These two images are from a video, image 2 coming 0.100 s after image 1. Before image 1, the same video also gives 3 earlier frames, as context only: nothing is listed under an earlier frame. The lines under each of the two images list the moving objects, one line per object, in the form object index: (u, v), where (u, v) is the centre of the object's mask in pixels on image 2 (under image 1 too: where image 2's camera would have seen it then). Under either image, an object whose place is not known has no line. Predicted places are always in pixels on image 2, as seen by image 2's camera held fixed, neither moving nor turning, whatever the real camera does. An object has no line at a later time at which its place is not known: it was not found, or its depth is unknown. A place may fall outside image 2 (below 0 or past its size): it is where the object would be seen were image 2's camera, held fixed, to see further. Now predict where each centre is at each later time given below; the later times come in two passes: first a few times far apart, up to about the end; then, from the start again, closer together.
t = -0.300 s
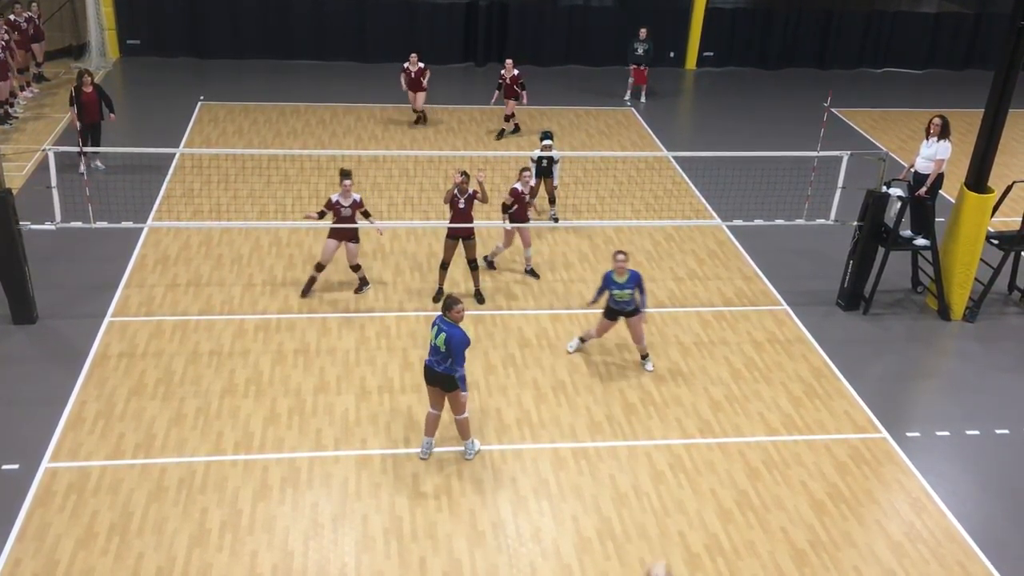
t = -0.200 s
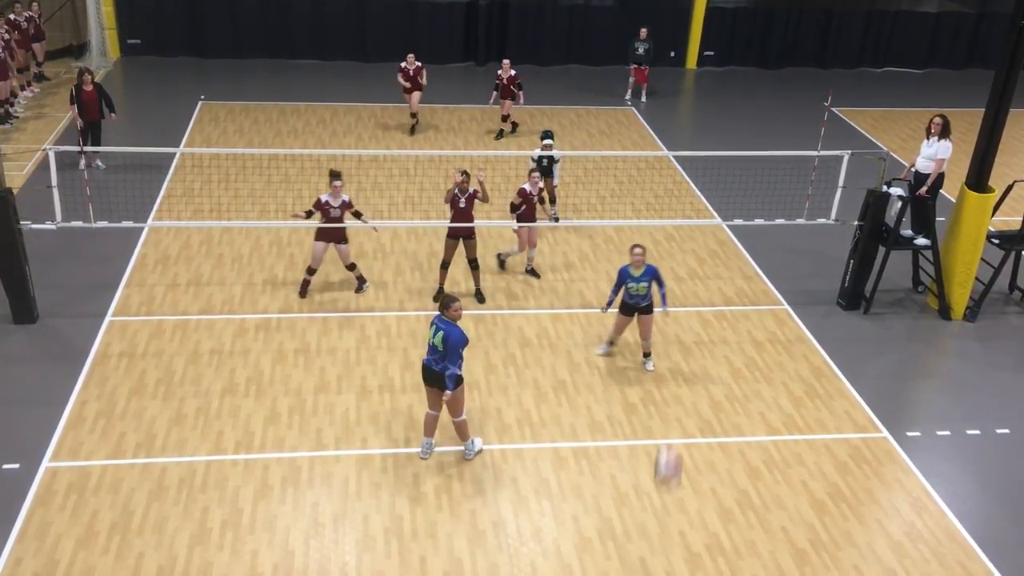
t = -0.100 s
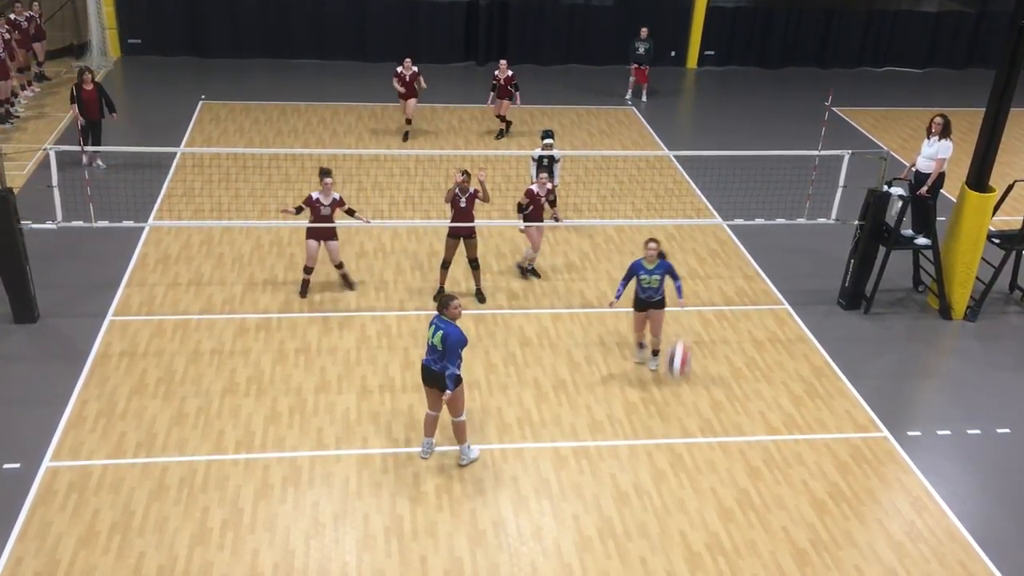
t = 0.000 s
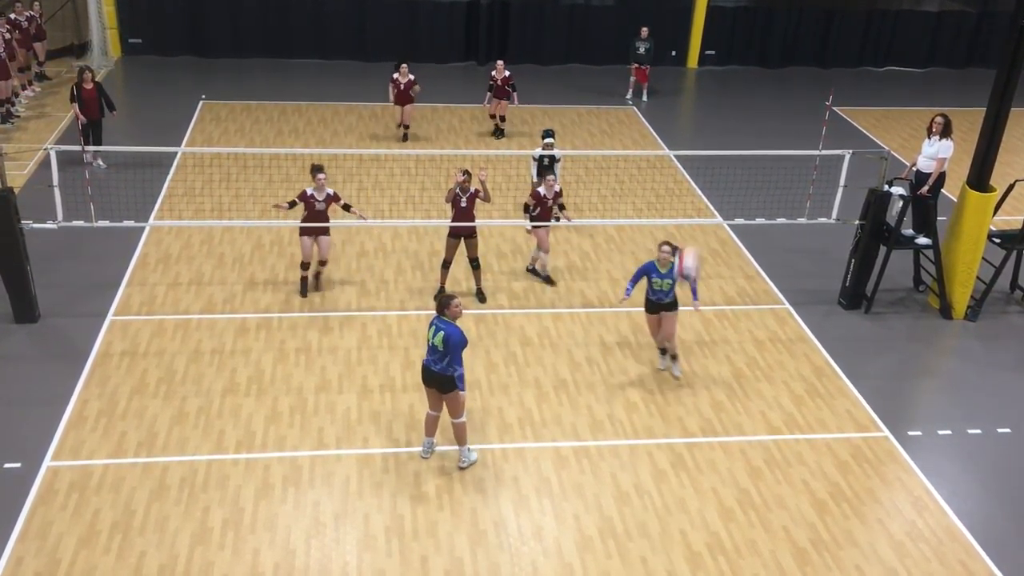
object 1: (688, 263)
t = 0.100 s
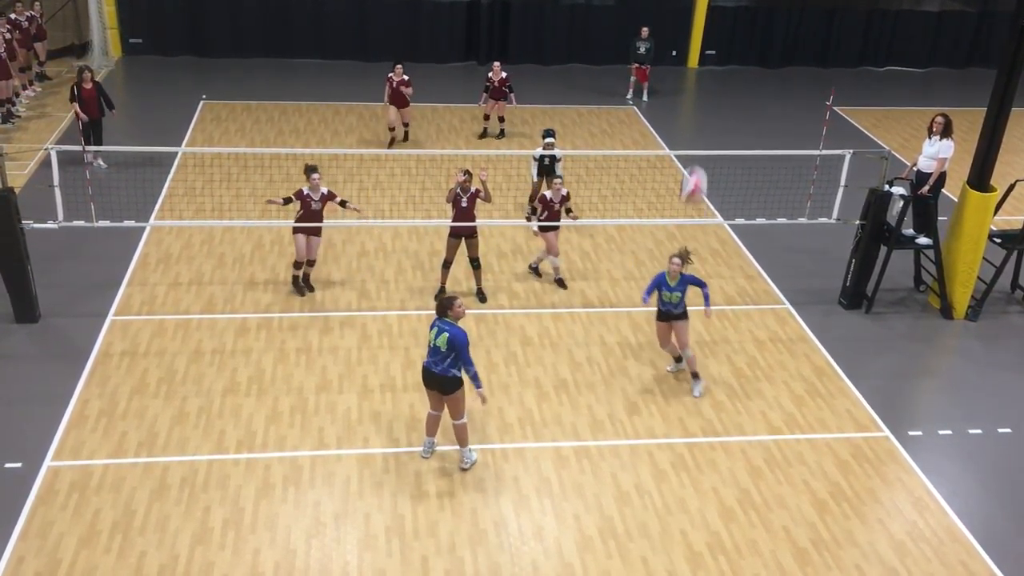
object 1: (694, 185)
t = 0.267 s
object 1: (701, 83)
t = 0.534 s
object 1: (697, 7)
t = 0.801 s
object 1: (684, 17)
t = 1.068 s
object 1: (662, 98)
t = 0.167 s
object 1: (697, 137)
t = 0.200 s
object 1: (699, 120)
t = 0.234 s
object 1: (700, 101)
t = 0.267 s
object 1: (701, 83)
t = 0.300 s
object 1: (701, 69)
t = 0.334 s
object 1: (701, 55)
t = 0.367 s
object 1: (701, 42)
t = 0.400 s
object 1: (700, 32)
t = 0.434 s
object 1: (700, 23)
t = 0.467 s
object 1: (699, 14)
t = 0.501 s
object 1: (699, 10)
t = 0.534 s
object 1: (697, 7)
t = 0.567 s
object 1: (696, 6)
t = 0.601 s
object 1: (694, 4)
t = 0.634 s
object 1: (693, 4)
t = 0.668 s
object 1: (691, 4)
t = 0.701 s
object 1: (689, 5)
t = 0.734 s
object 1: (688, 7)
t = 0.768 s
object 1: (686, 11)
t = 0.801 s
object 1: (684, 17)
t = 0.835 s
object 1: (681, 24)
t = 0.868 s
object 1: (679, 32)
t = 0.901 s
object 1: (677, 41)
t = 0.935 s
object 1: (674, 51)
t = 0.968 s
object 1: (672, 61)
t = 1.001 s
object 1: (669, 74)
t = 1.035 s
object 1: (665, 85)
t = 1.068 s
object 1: (662, 98)
